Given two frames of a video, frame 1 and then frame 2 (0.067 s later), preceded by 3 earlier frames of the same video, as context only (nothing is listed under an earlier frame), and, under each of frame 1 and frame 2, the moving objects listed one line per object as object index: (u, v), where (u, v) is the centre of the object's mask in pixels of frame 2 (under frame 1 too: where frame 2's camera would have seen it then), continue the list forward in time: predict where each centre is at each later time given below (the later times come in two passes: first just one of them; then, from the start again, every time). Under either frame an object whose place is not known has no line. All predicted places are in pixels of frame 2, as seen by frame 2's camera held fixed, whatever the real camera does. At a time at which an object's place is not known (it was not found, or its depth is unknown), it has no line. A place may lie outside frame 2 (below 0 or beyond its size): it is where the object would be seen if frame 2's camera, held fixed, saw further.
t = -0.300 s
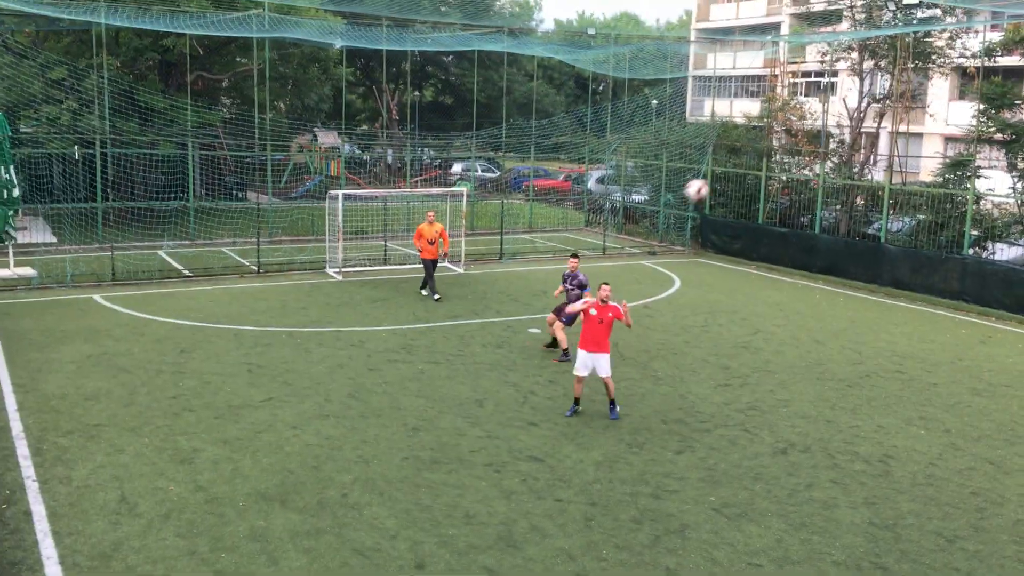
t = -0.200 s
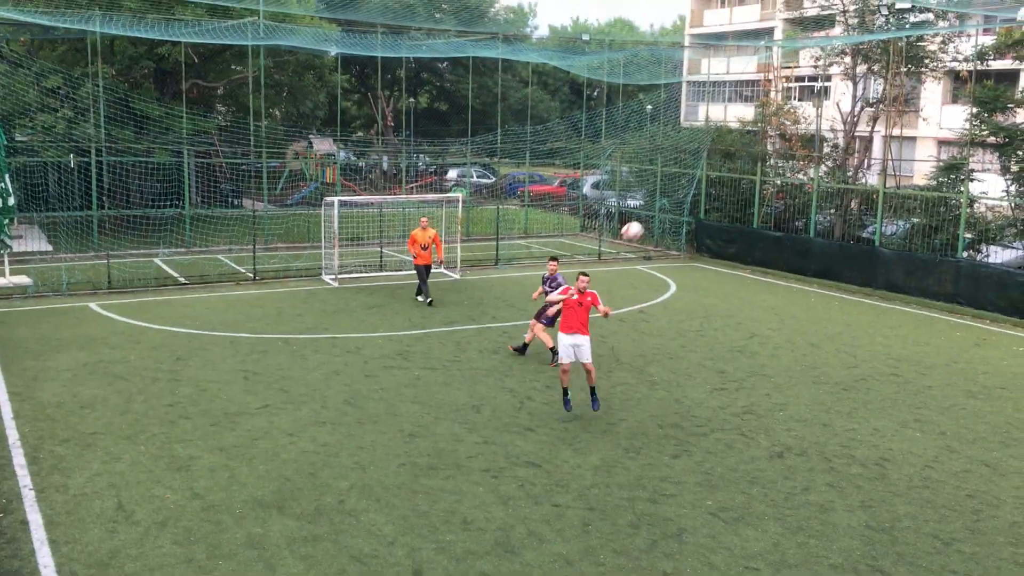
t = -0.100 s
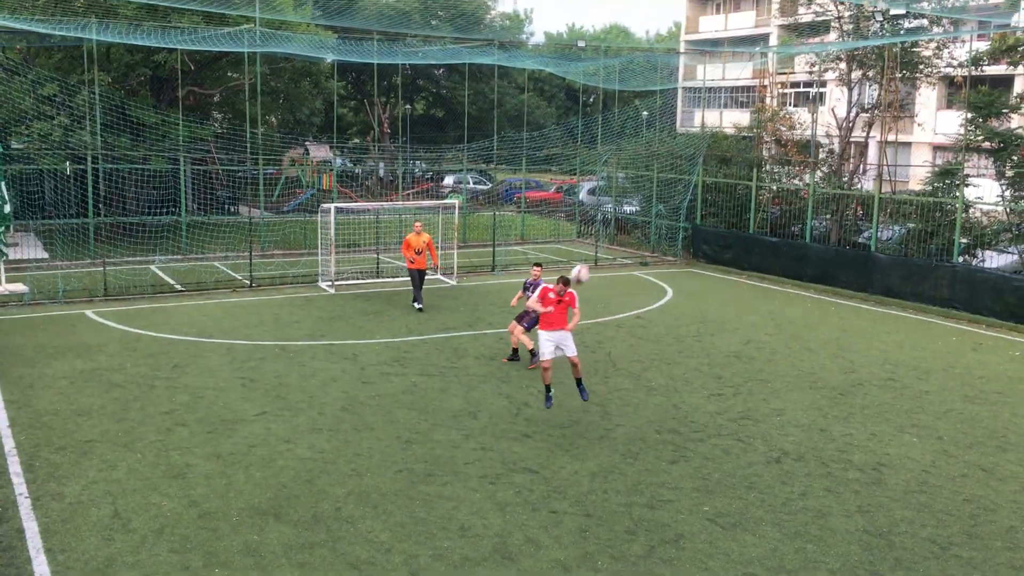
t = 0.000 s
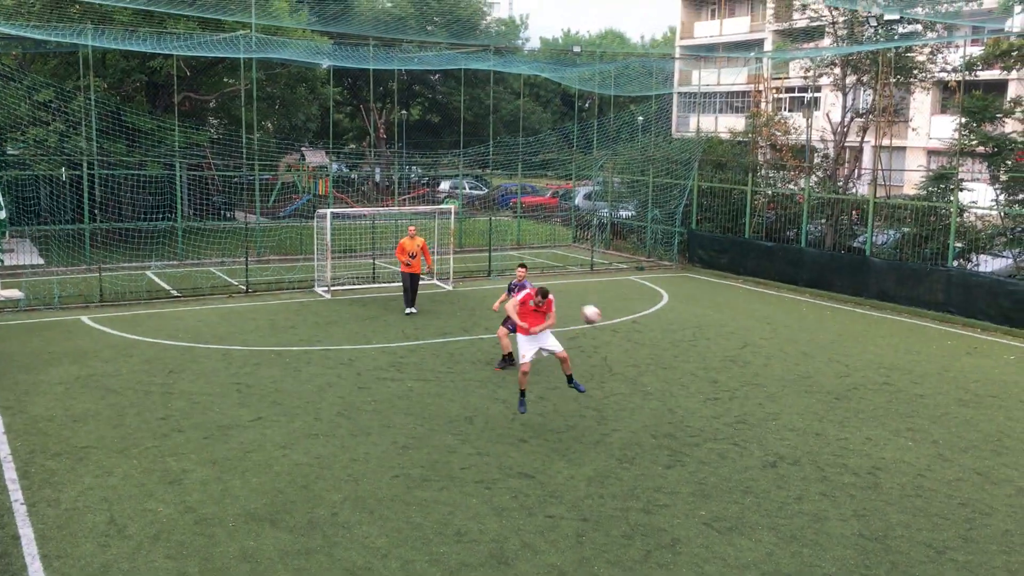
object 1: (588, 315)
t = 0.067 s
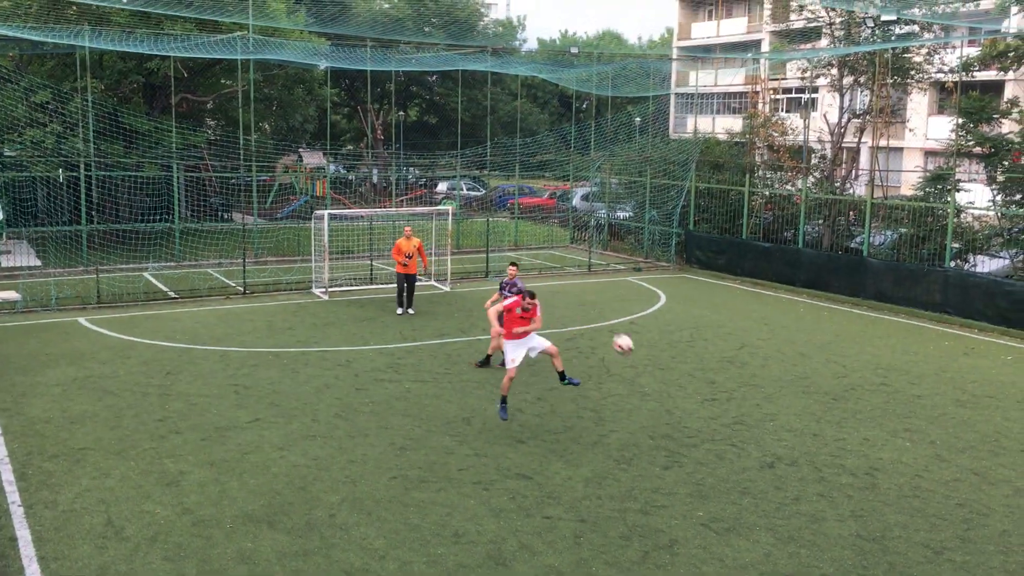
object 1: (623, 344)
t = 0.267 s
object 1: (739, 465)
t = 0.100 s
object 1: (641, 362)
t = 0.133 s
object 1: (659, 378)
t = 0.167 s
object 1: (679, 398)
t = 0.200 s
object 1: (698, 418)
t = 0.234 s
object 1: (718, 442)
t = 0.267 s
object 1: (739, 465)
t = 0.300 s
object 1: (760, 491)
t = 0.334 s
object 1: (779, 500)
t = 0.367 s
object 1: (794, 490)
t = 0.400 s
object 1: (811, 480)
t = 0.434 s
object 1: (827, 470)
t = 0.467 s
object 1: (844, 463)
